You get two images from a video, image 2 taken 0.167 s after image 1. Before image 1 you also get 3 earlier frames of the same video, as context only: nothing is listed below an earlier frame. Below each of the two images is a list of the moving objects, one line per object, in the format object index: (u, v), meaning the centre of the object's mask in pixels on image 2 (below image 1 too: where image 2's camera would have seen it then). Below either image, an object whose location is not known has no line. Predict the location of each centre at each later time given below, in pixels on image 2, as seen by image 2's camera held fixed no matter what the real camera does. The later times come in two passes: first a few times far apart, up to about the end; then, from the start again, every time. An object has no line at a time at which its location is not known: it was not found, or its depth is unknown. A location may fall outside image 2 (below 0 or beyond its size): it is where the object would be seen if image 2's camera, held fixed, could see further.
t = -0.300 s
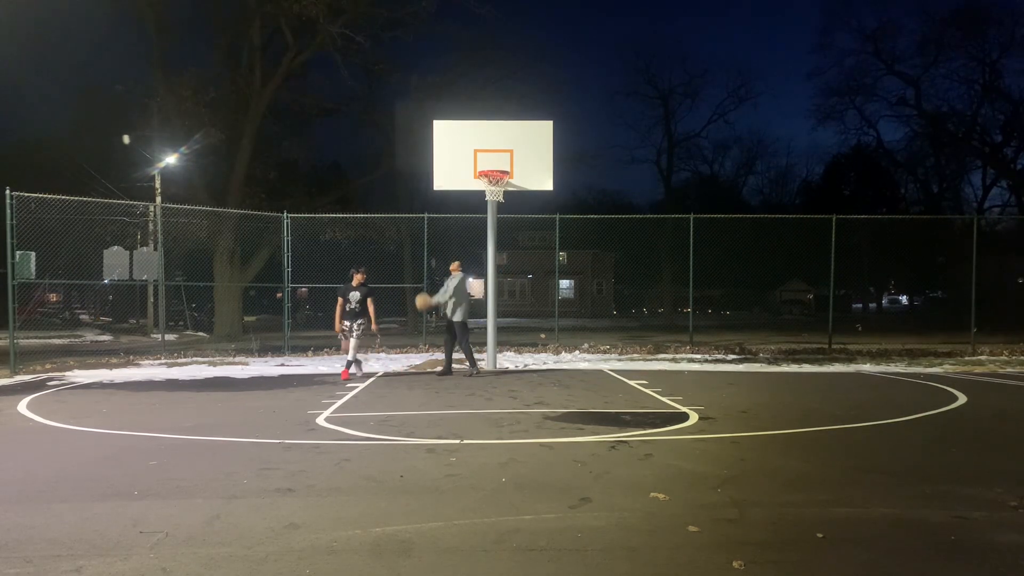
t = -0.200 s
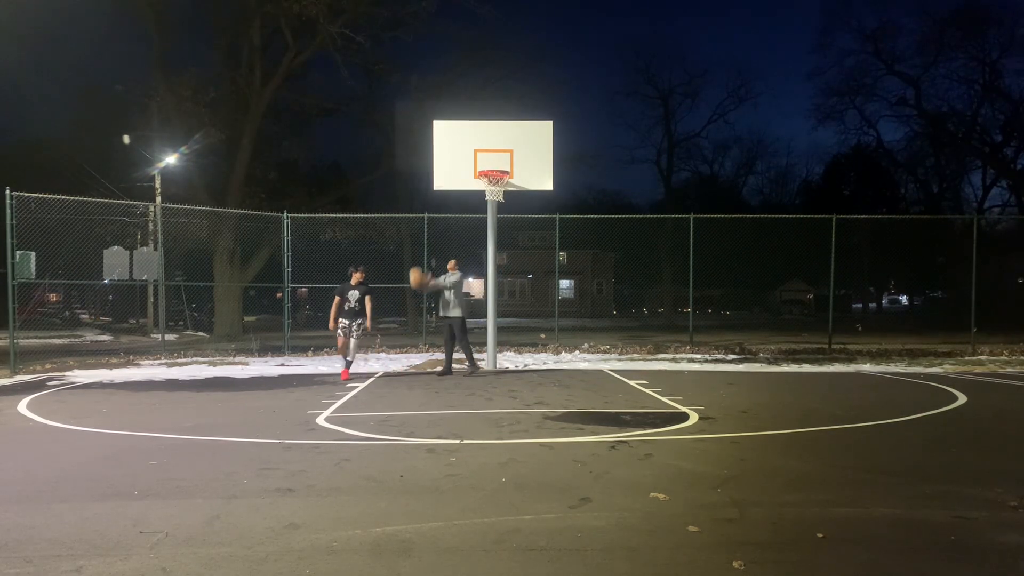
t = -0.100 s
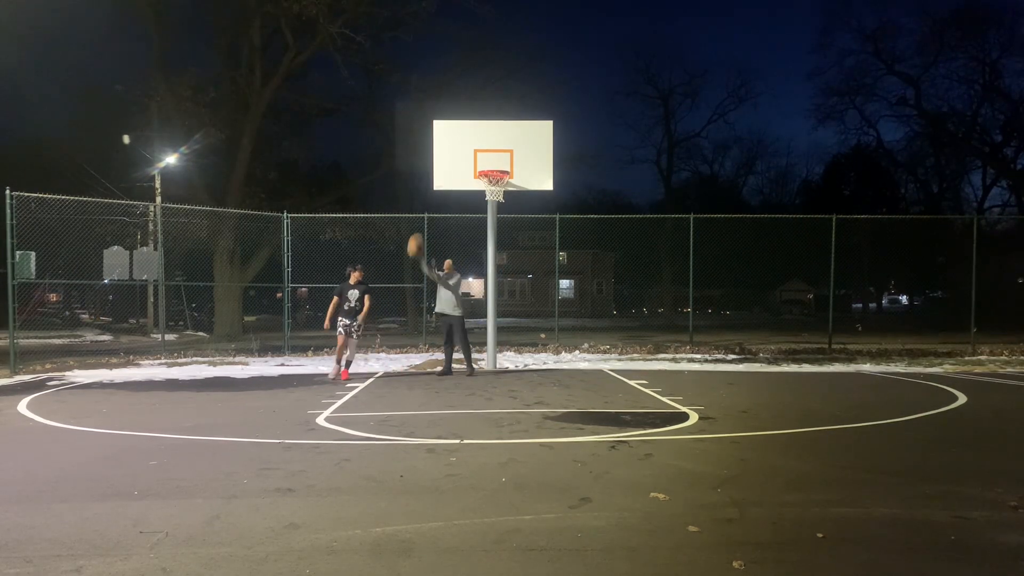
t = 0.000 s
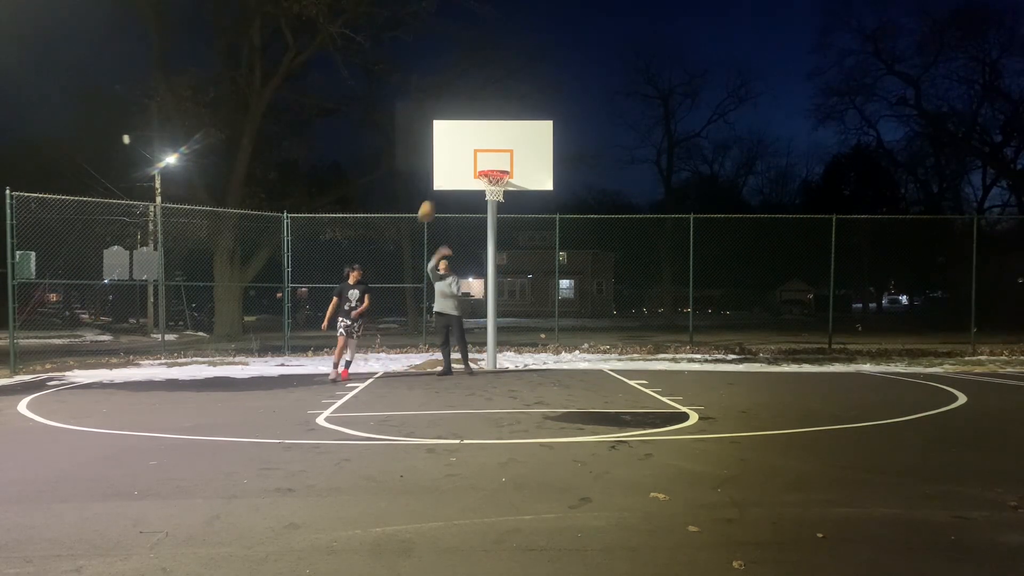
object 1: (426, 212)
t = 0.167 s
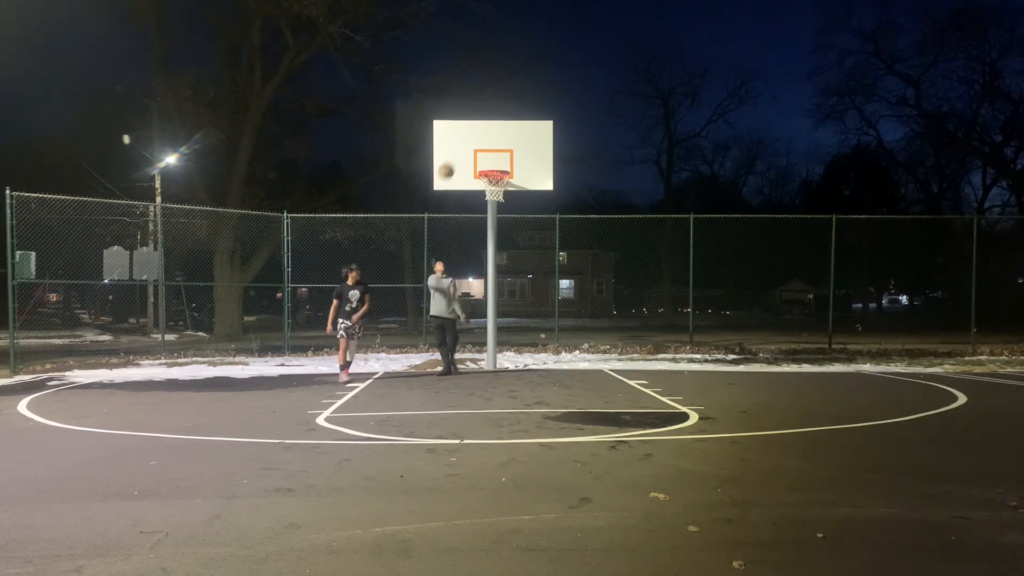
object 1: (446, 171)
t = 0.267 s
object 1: (457, 154)
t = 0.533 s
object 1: (485, 144)
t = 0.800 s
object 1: (499, 161)
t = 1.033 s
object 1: (490, 153)
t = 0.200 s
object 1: (450, 165)
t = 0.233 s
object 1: (454, 159)
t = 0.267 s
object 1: (457, 154)
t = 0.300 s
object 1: (461, 151)
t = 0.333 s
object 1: (464, 148)
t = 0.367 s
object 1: (468, 145)
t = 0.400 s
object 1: (471, 144)
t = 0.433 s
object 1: (475, 143)
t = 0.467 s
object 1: (478, 142)
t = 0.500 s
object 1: (481, 143)
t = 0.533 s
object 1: (485, 144)
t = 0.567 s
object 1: (488, 146)
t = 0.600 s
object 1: (492, 149)
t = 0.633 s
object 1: (494, 152)
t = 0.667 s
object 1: (496, 155)
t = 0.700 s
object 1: (497, 158)
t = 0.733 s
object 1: (499, 162)
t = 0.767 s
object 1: (501, 164)
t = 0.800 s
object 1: (499, 161)
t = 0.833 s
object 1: (497, 158)
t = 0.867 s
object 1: (496, 156)
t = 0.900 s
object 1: (495, 153)
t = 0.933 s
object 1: (493, 152)
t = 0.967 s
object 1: (492, 152)
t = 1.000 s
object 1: (491, 152)
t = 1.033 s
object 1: (490, 153)
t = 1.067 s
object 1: (488, 155)
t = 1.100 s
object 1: (487, 157)
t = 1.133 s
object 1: (485, 160)
